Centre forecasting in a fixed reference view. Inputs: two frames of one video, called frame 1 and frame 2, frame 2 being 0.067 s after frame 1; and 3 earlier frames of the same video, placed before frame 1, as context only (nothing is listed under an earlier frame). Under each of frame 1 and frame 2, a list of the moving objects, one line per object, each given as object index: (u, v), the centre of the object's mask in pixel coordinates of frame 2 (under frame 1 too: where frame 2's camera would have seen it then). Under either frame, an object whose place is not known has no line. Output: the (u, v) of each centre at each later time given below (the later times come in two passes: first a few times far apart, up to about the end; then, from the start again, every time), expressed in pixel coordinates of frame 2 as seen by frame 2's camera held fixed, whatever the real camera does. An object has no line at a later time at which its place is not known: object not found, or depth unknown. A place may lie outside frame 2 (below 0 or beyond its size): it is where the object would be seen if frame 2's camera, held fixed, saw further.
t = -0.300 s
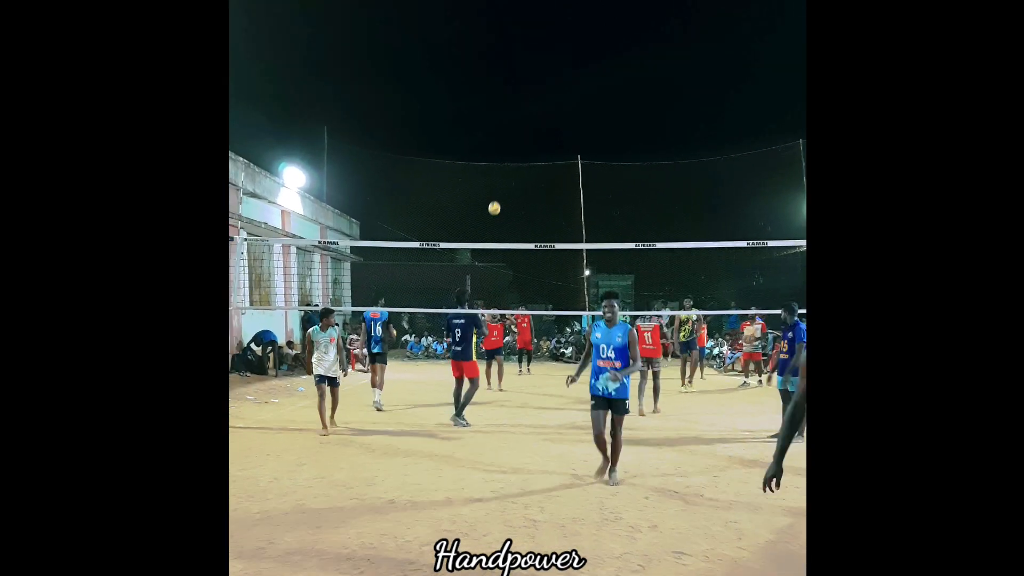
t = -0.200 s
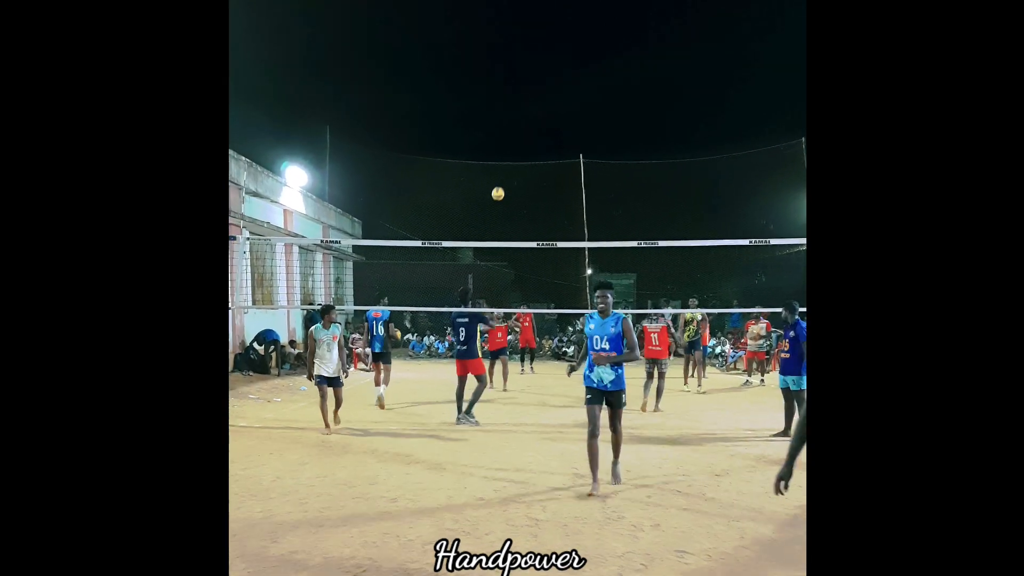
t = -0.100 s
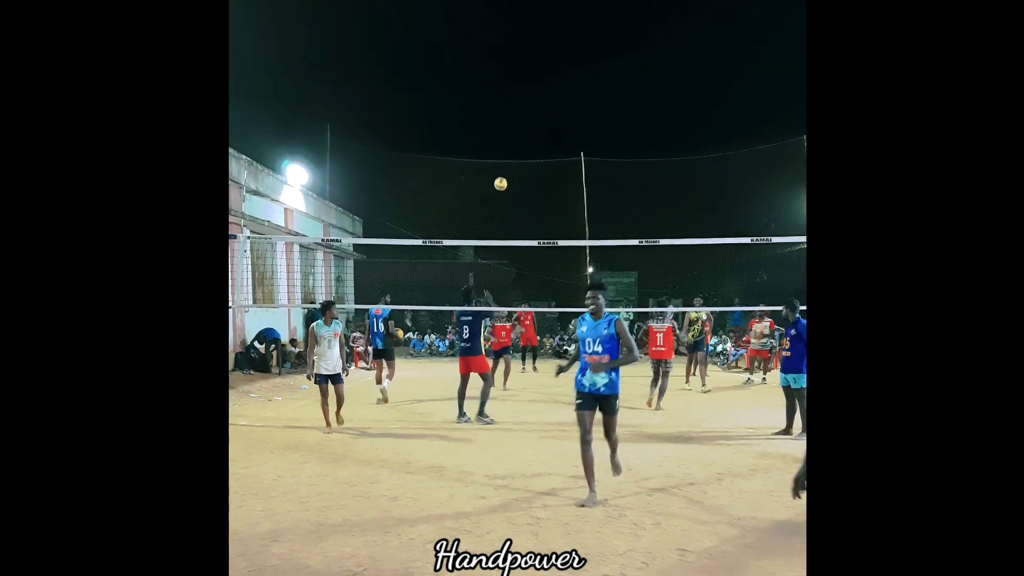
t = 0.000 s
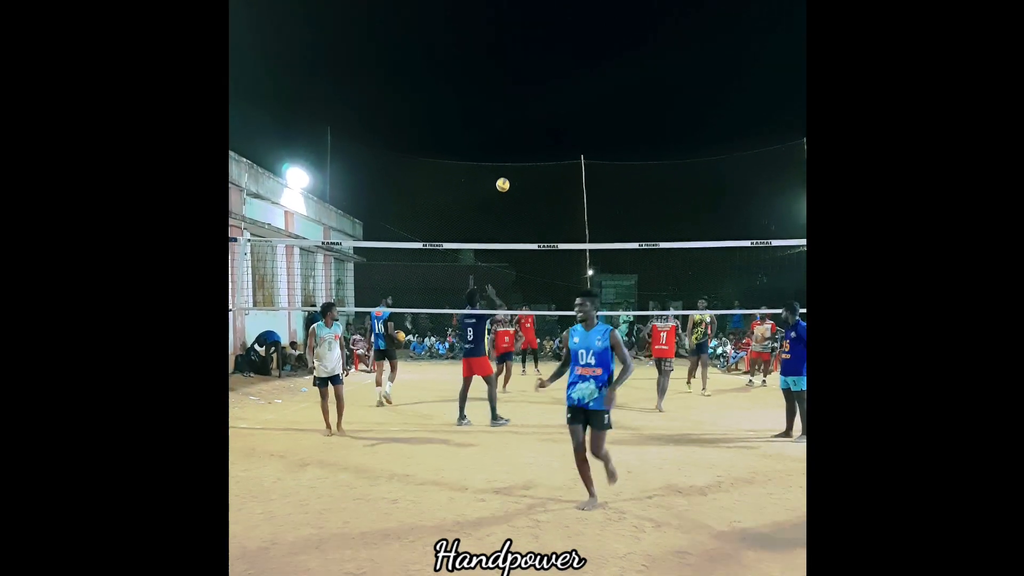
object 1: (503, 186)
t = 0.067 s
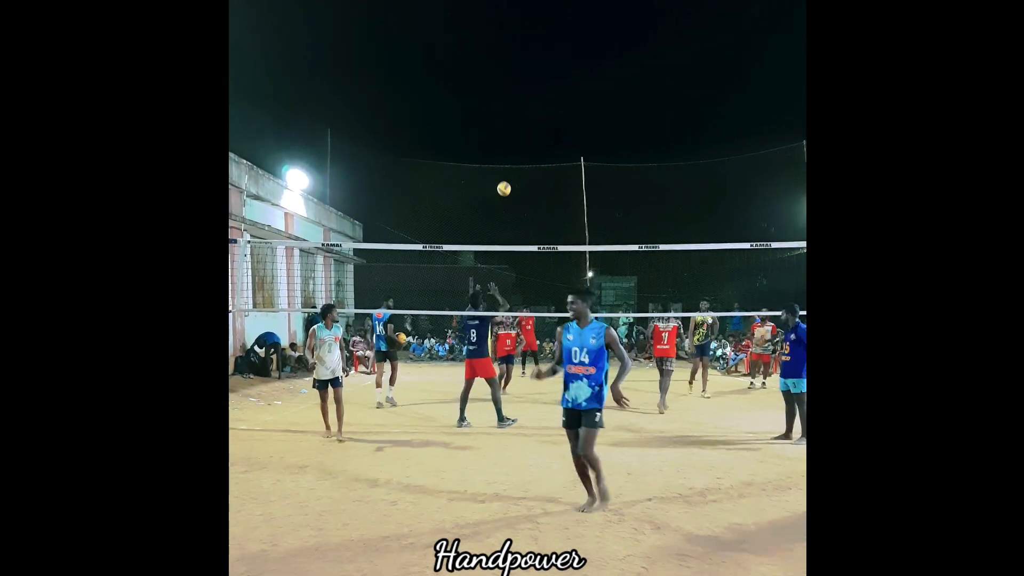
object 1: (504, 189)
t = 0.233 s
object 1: (507, 207)
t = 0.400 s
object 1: (510, 248)
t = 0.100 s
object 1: (504, 191)
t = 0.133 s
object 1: (505, 194)
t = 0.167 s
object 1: (505, 198)
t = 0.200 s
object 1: (506, 202)
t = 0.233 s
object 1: (507, 207)
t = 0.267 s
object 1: (508, 214)
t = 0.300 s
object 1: (508, 221)
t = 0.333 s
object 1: (509, 229)
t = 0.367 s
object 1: (510, 237)
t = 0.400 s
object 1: (510, 248)
